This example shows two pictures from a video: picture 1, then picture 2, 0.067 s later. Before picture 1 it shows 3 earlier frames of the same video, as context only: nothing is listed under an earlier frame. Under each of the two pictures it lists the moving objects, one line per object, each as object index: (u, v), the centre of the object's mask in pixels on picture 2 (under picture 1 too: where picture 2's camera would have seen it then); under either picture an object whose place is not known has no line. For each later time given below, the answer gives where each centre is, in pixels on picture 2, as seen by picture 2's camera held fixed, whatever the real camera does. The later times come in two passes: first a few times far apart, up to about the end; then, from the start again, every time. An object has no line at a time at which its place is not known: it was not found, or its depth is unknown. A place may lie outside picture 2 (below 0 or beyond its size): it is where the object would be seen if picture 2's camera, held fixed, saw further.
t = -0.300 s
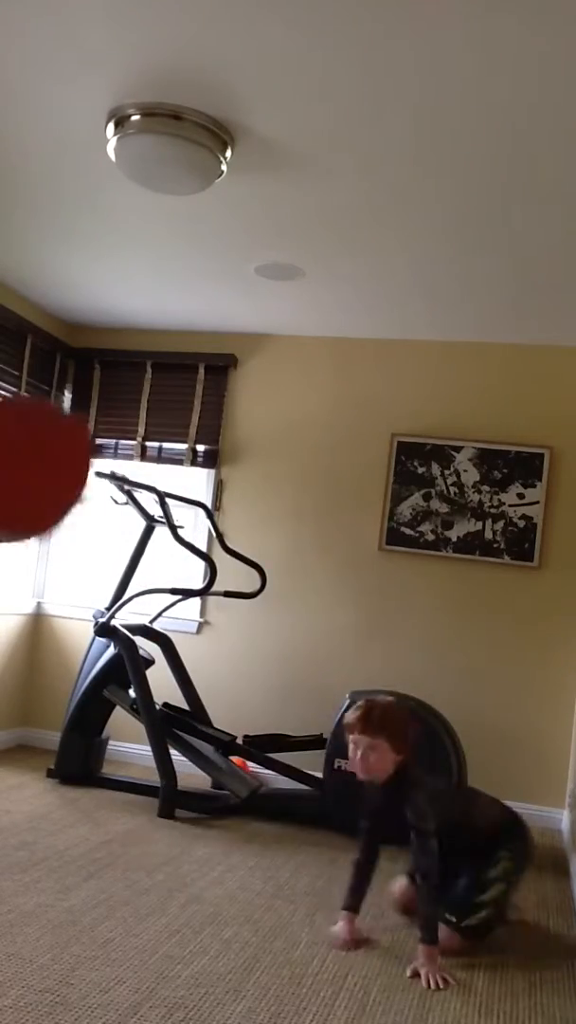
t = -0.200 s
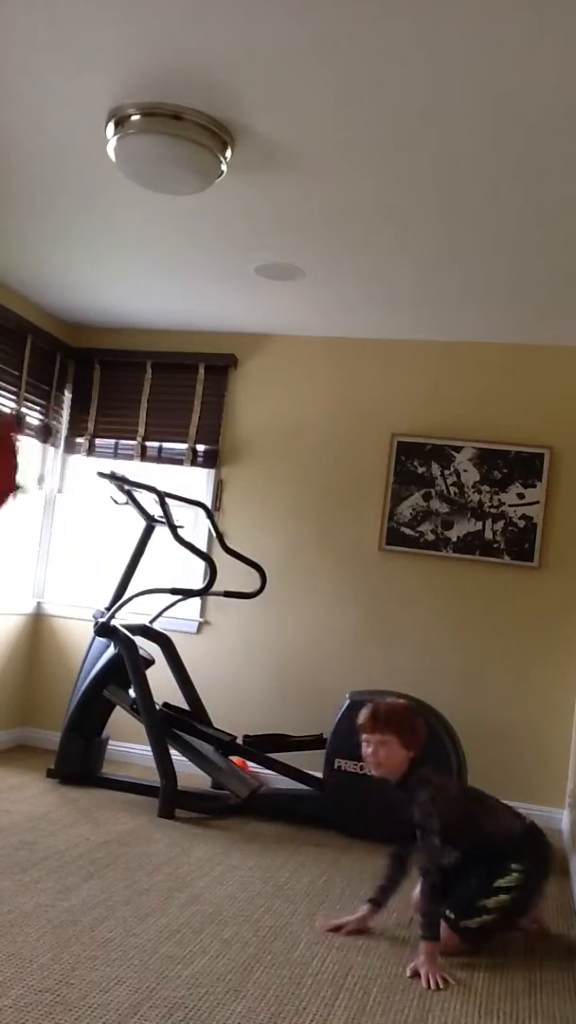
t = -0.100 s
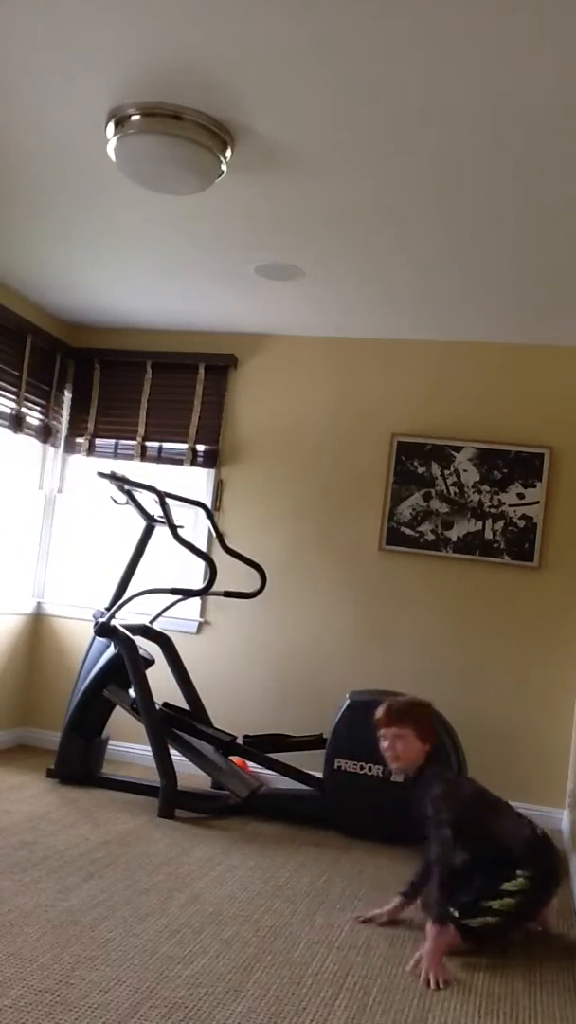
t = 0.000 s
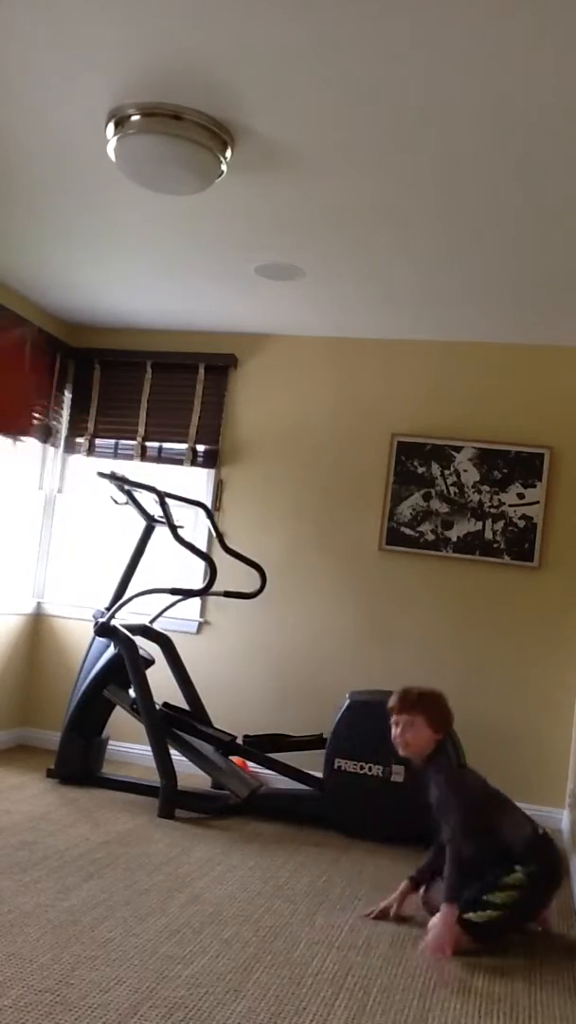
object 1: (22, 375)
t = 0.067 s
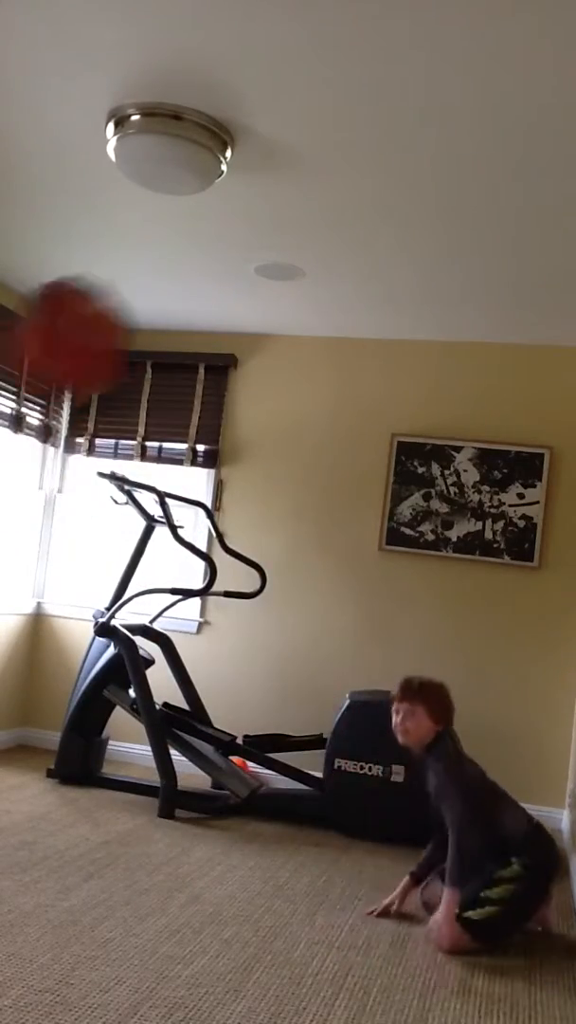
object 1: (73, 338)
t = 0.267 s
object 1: (204, 336)
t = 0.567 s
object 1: (250, 388)
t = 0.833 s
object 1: (268, 461)
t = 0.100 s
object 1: (101, 327)
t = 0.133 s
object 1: (132, 319)
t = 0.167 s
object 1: (157, 317)
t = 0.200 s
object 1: (175, 320)
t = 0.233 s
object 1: (192, 329)
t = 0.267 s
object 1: (204, 336)
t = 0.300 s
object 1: (212, 342)
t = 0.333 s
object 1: (218, 348)
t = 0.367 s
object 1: (224, 353)
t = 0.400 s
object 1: (229, 358)
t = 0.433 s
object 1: (235, 363)
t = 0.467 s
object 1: (239, 368)
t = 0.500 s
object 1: (244, 375)
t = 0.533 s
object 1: (246, 381)
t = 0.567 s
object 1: (250, 388)
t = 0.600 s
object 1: (253, 396)
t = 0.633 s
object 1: (256, 404)
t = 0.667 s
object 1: (259, 412)
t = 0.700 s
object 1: (261, 420)
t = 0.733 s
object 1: (264, 430)
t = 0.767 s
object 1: (265, 439)
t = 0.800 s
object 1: (266, 450)
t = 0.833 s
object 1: (268, 461)
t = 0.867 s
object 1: (269, 473)
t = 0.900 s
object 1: (270, 486)
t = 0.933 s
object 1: (271, 499)
